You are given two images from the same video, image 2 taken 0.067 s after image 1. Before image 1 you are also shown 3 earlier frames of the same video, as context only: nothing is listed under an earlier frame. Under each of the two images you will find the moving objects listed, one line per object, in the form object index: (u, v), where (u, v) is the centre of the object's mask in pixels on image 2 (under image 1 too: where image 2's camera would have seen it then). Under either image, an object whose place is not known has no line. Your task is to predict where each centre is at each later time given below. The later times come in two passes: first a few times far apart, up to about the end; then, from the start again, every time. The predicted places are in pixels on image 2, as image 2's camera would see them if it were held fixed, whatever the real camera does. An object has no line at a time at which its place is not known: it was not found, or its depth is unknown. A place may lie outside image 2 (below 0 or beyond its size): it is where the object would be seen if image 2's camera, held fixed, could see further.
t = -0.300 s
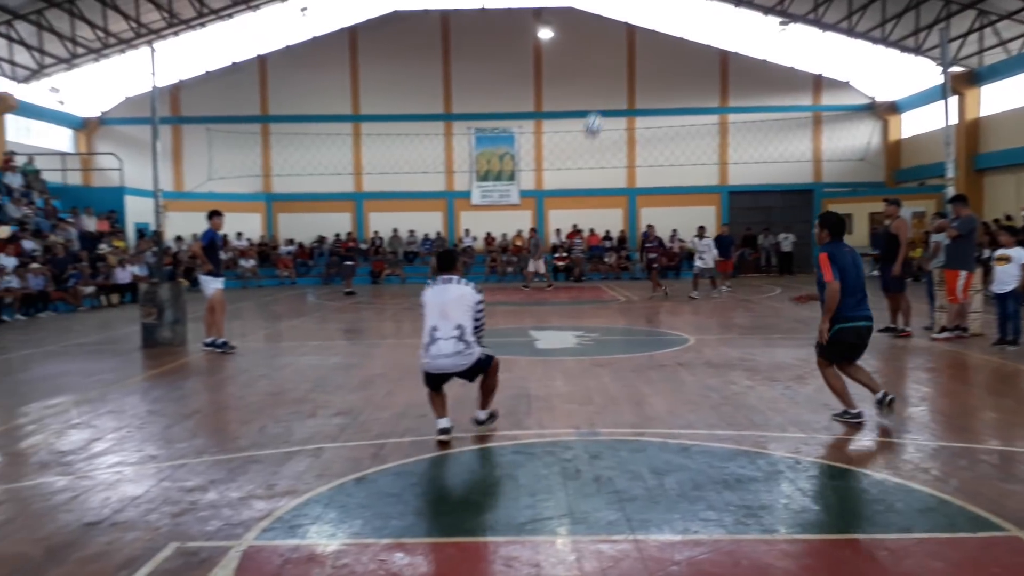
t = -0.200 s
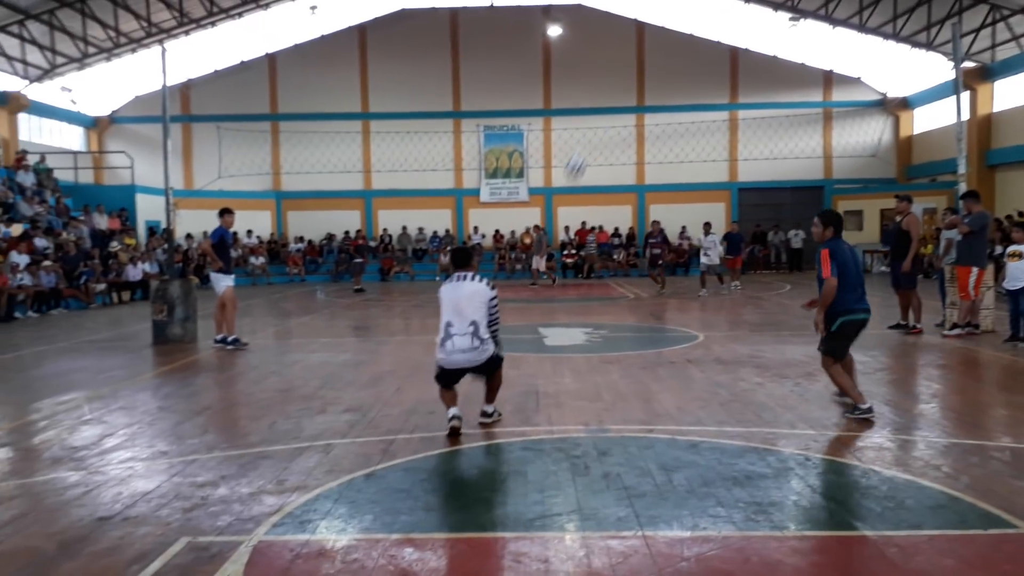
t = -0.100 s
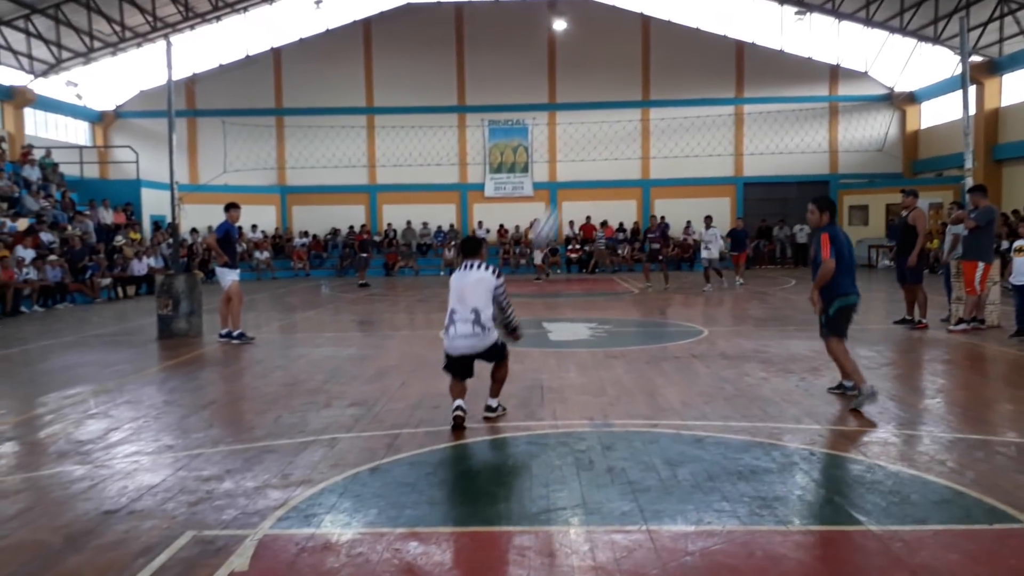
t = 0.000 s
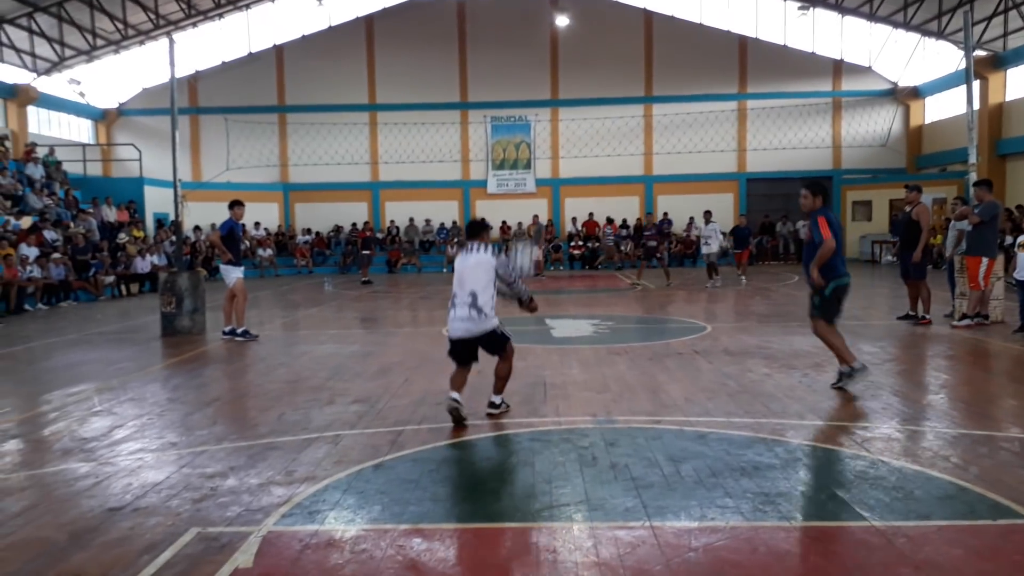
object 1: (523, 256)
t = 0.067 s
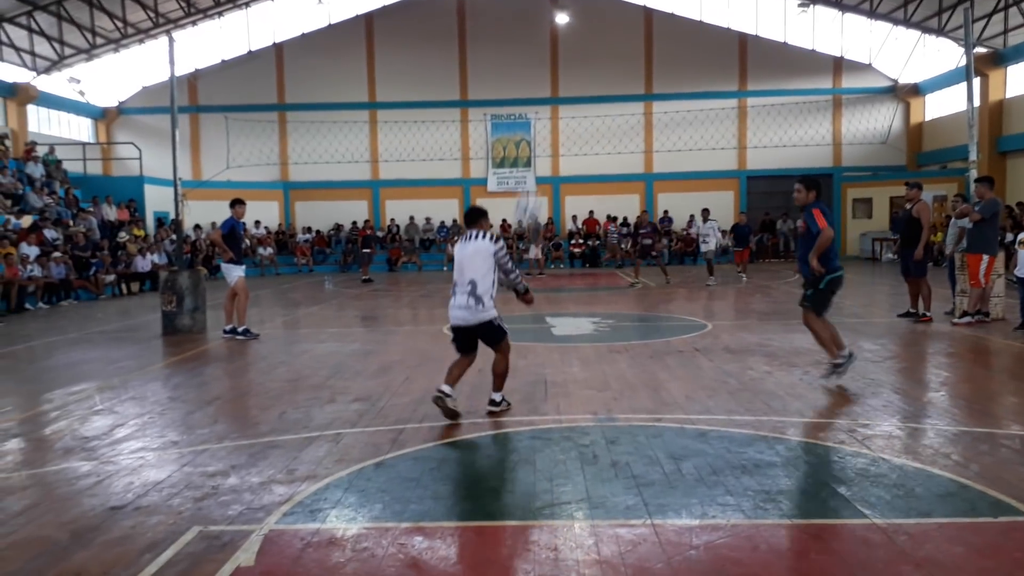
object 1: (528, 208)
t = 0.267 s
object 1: (543, 86)
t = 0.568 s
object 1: (564, 9)
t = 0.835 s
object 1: (585, 30)
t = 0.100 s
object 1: (532, 183)
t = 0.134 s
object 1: (533, 161)
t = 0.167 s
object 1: (536, 143)
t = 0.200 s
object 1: (539, 120)
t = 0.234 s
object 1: (541, 101)
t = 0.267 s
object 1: (543, 86)
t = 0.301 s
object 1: (546, 73)
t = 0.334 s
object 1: (548, 59)
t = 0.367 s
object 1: (549, 47)
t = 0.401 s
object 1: (552, 37)
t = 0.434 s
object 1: (554, 30)
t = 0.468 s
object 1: (557, 21)
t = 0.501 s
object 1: (559, 16)
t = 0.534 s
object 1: (562, 11)
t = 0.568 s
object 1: (564, 9)
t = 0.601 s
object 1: (568, 7)
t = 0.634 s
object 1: (571, 7)
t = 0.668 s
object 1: (574, 7)
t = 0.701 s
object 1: (576, 9)
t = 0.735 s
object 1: (579, 13)
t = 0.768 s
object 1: (581, 18)
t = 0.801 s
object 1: (582, 23)
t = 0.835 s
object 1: (585, 30)
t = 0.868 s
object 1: (587, 38)
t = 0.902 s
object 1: (589, 47)
